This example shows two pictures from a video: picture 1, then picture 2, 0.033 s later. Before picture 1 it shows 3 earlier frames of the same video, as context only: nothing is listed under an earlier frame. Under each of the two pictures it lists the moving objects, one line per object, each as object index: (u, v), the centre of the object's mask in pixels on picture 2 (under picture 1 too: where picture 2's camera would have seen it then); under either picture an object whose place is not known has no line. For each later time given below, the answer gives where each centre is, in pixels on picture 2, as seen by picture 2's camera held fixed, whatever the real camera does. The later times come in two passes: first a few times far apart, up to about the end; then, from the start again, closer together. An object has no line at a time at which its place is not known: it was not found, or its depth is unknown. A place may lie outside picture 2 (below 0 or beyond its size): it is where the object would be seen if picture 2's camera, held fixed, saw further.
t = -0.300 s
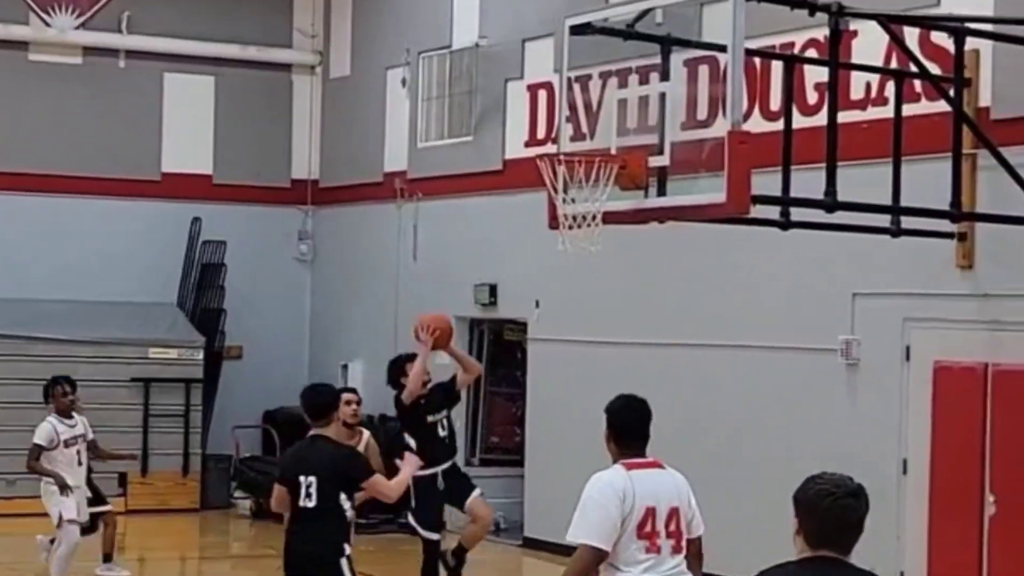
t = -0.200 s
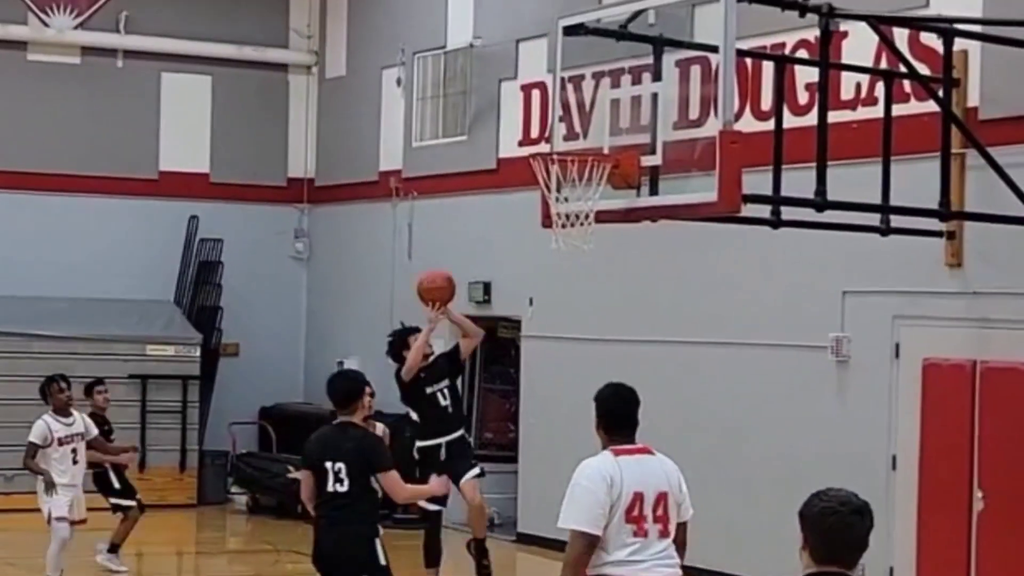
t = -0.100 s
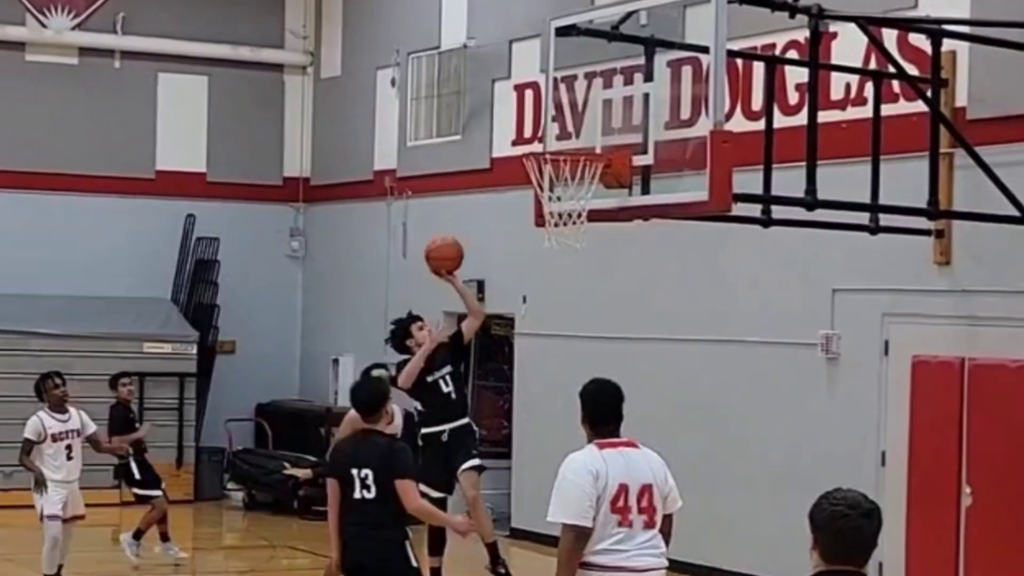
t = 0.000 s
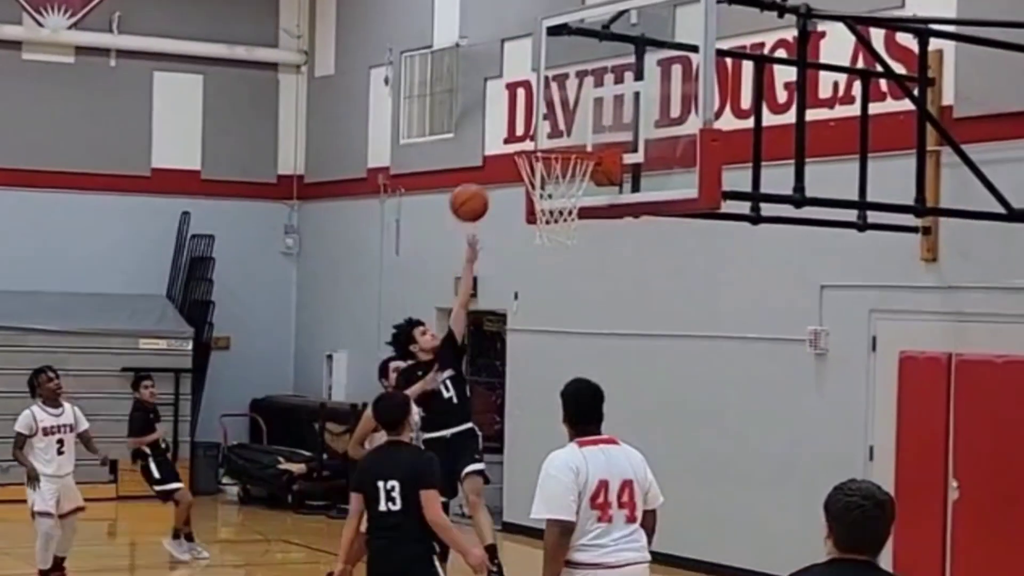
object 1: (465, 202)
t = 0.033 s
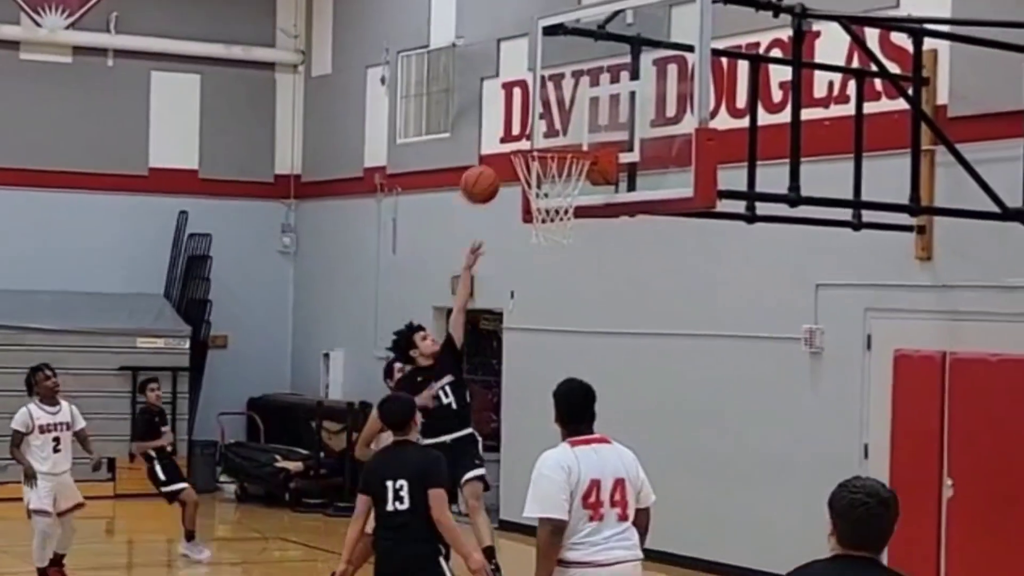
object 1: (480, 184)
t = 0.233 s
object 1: (548, 121)
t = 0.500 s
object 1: (538, 126)
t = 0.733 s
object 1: (539, 174)
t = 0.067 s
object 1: (494, 170)
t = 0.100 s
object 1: (505, 152)
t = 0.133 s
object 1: (521, 138)
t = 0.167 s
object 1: (537, 130)
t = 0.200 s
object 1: (549, 124)
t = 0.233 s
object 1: (548, 121)
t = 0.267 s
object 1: (547, 119)
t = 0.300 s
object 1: (547, 119)
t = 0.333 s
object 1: (545, 122)
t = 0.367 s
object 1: (542, 126)
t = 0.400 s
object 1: (541, 129)
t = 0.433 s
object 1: (540, 127)
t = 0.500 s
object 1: (538, 126)
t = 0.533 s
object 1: (539, 127)
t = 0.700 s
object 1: (538, 166)
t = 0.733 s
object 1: (539, 174)
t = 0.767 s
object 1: (538, 186)
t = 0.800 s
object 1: (538, 200)
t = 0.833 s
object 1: (537, 208)
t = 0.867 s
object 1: (537, 215)
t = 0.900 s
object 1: (535, 237)
